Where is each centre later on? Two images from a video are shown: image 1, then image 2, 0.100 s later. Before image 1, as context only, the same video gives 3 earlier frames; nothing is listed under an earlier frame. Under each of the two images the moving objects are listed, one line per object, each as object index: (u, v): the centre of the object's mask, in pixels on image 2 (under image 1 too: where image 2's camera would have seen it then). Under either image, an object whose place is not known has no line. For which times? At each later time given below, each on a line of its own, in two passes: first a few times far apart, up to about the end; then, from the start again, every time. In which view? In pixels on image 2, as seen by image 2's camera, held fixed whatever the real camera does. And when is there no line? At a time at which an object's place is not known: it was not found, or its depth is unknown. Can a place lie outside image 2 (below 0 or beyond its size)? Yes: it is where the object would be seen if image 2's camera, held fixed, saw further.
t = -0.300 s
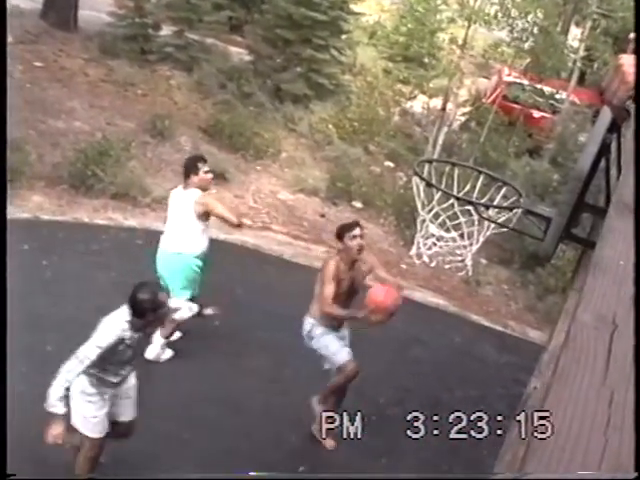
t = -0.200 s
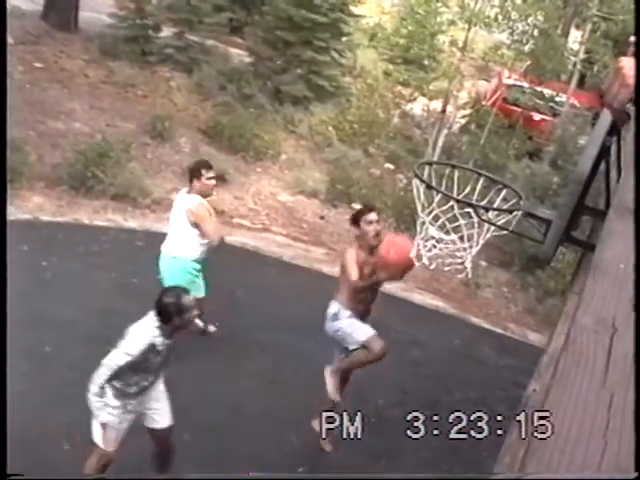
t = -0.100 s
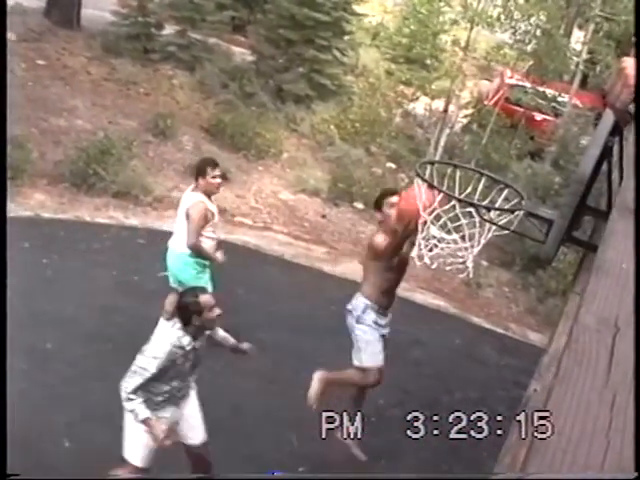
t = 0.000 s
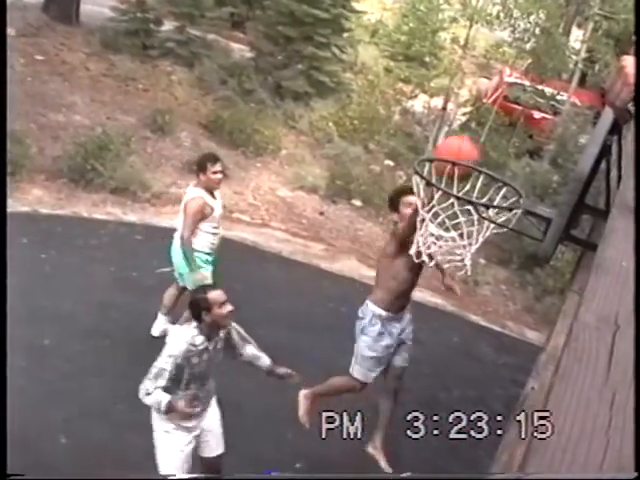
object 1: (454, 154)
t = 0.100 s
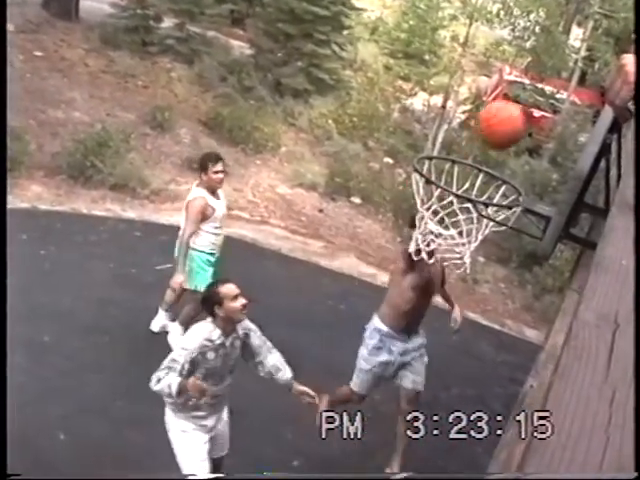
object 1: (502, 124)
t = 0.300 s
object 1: (578, 109)
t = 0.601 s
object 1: (519, 150)
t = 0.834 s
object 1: (514, 175)
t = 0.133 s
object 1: (516, 117)
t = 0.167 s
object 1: (530, 112)
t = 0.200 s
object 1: (545, 108)
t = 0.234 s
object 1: (559, 107)
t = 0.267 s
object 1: (573, 108)
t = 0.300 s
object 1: (578, 109)
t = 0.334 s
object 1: (576, 109)
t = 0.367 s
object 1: (570, 111)
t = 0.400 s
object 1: (560, 115)
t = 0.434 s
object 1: (552, 121)
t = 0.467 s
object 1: (542, 129)
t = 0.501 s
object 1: (531, 141)
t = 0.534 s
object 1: (519, 153)
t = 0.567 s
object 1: (518, 153)
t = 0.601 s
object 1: (519, 150)
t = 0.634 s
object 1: (521, 148)
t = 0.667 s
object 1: (521, 149)
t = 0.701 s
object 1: (520, 152)
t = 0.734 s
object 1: (519, 156)
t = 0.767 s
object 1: (519, 161)
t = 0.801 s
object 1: (518, 169)
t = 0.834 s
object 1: (514, 175)
